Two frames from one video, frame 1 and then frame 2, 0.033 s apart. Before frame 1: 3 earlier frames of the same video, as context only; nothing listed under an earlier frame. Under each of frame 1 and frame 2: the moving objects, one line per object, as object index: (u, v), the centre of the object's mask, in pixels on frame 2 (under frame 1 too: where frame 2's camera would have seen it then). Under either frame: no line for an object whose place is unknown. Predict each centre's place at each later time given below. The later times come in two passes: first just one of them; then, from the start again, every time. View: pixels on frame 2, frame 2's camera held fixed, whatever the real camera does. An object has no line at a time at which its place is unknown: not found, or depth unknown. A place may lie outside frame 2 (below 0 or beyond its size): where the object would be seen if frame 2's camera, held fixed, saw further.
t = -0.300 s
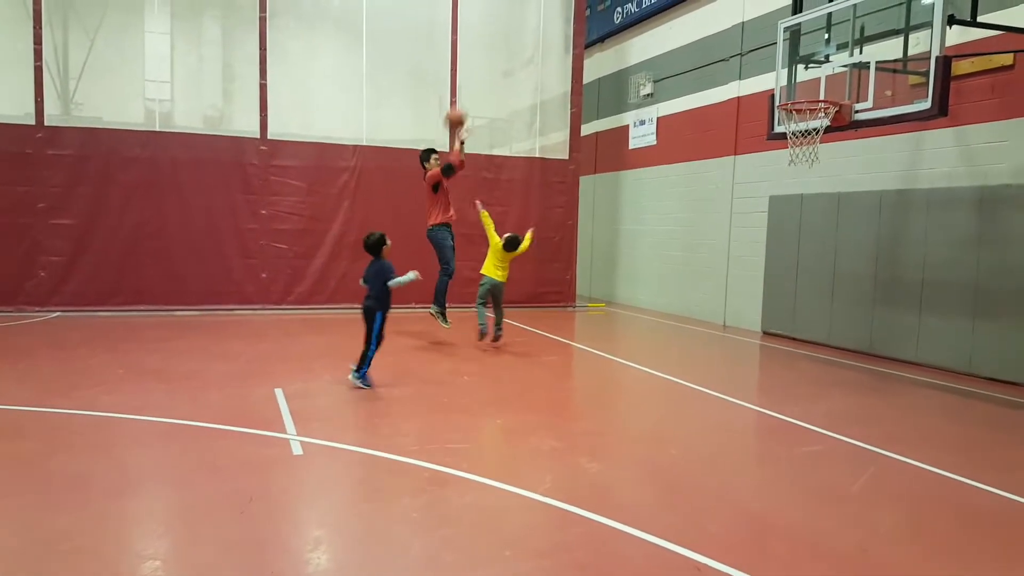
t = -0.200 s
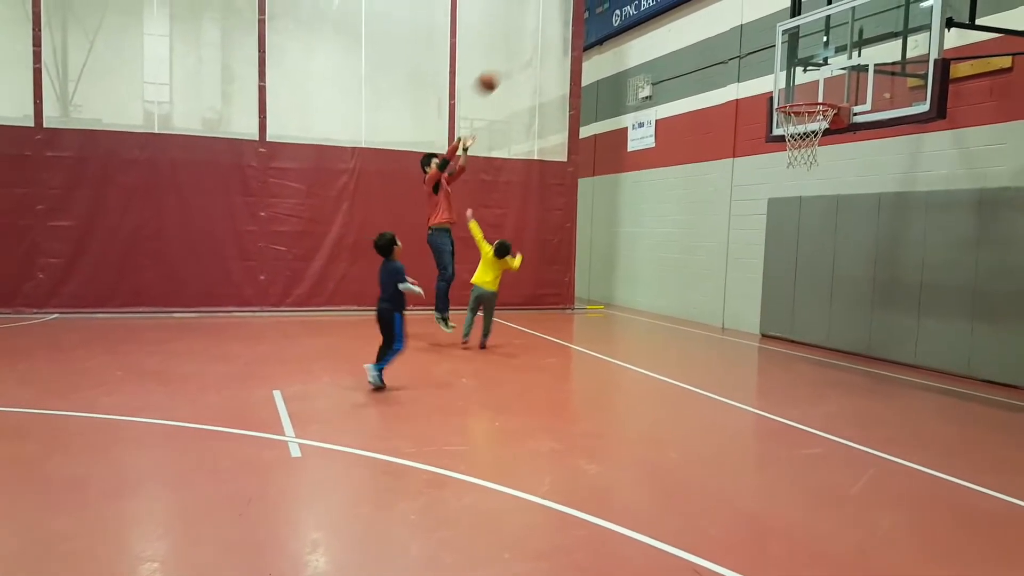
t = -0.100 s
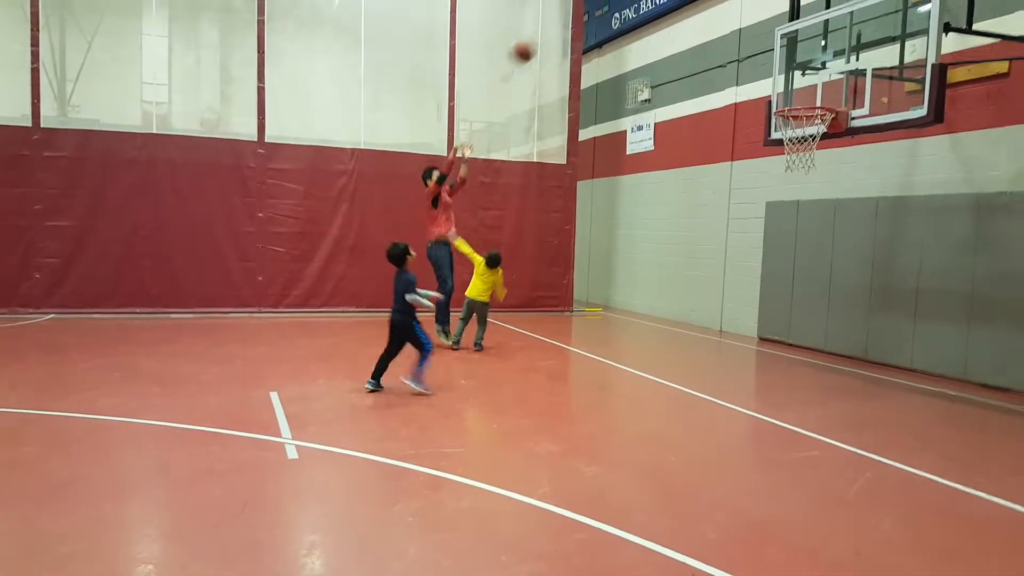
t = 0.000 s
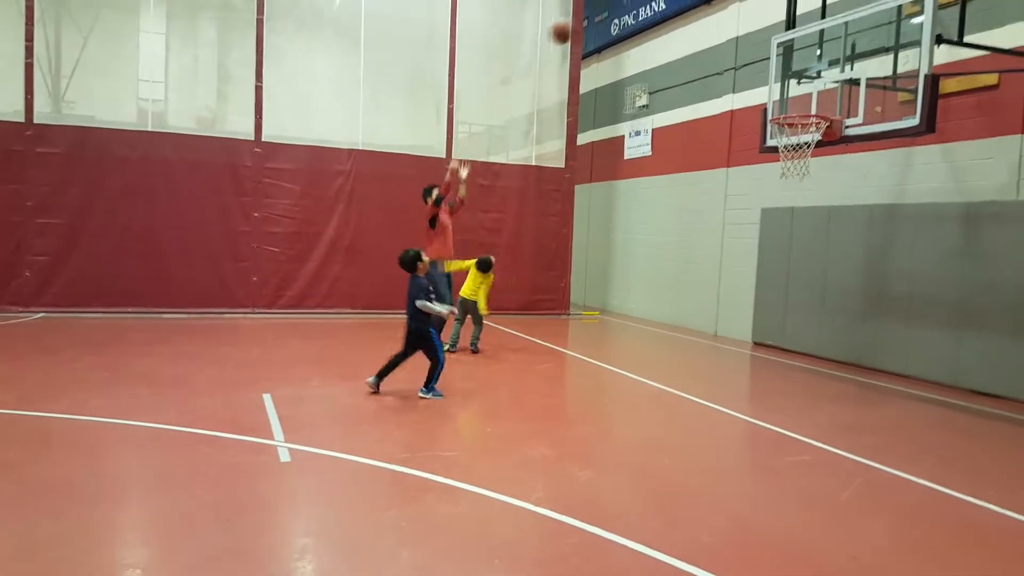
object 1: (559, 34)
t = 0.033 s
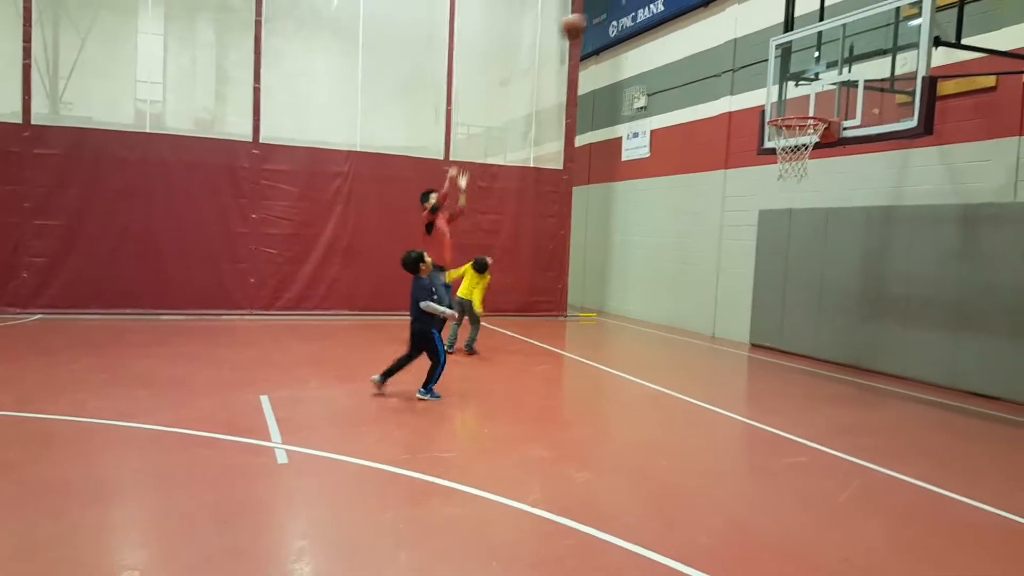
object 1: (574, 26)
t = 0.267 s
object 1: (667, 20)
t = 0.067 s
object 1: (586, 22)
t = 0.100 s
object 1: (597, 19)
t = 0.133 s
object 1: (611, 16)
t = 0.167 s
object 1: (624, 15)
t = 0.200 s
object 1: (637, 16)
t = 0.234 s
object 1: (652, 17)
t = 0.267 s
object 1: (667, 20)
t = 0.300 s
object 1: (680, 21)
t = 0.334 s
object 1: (693, 27)
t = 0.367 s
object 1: (710, 35)
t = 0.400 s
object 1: (726, 43)
